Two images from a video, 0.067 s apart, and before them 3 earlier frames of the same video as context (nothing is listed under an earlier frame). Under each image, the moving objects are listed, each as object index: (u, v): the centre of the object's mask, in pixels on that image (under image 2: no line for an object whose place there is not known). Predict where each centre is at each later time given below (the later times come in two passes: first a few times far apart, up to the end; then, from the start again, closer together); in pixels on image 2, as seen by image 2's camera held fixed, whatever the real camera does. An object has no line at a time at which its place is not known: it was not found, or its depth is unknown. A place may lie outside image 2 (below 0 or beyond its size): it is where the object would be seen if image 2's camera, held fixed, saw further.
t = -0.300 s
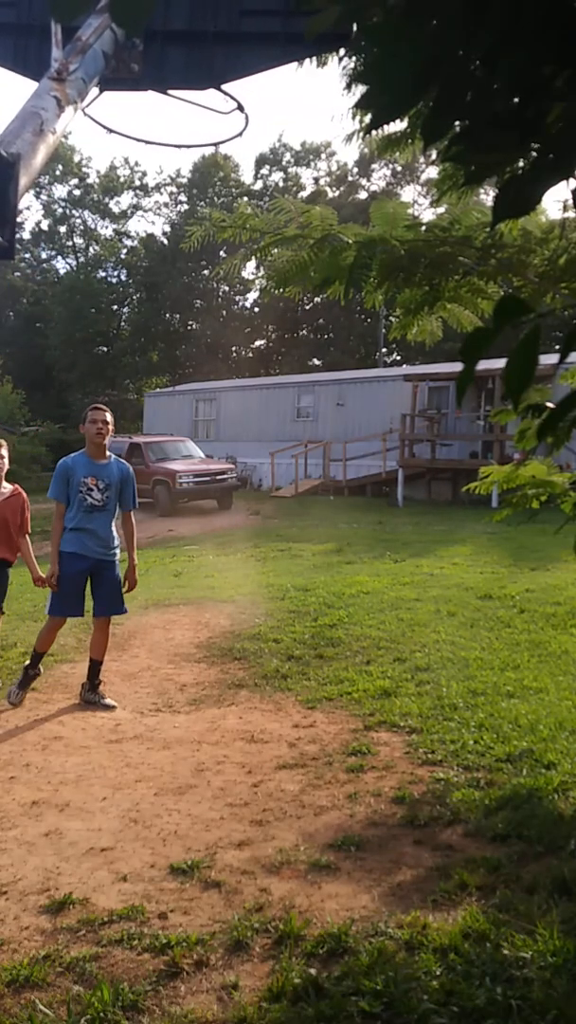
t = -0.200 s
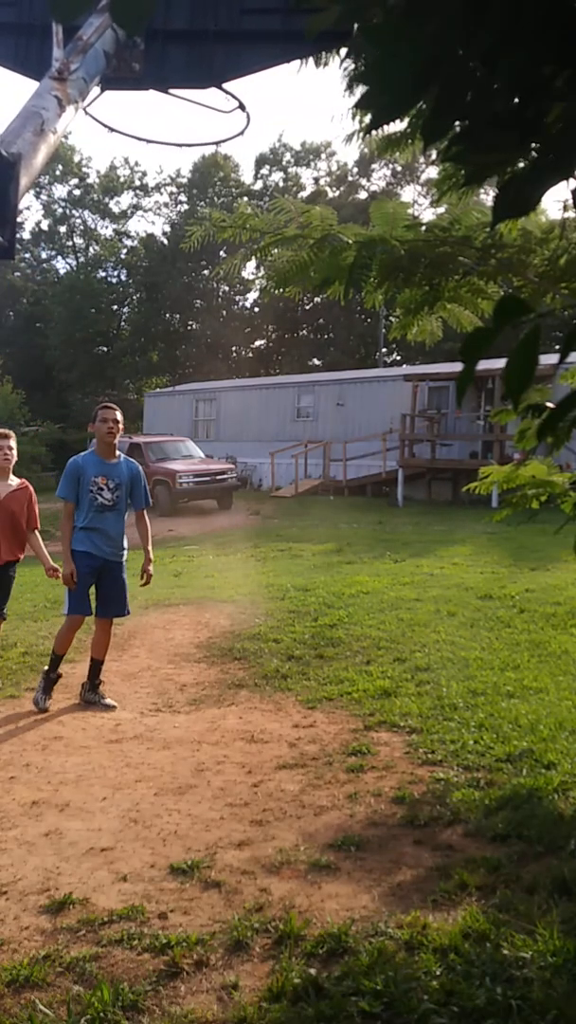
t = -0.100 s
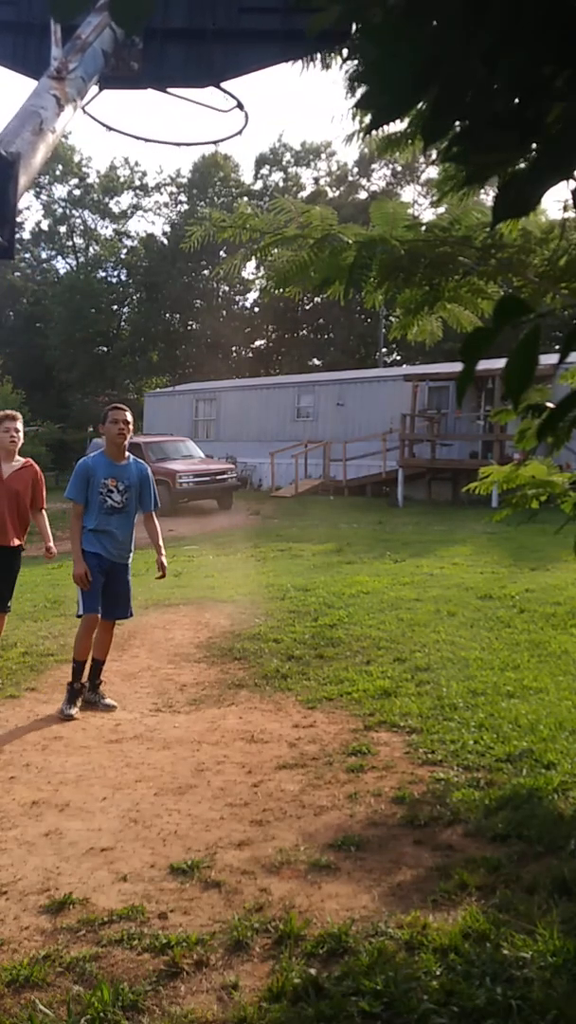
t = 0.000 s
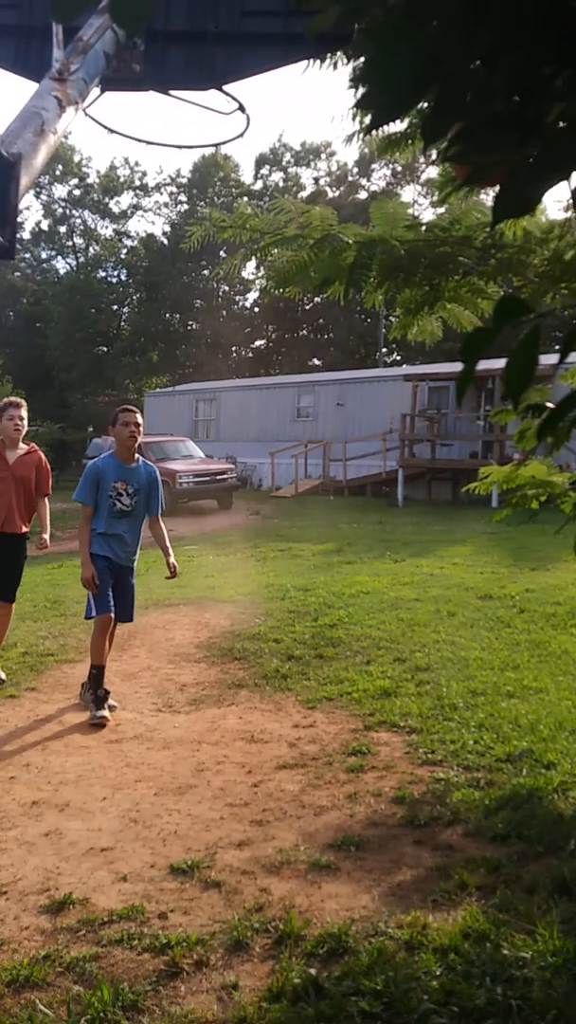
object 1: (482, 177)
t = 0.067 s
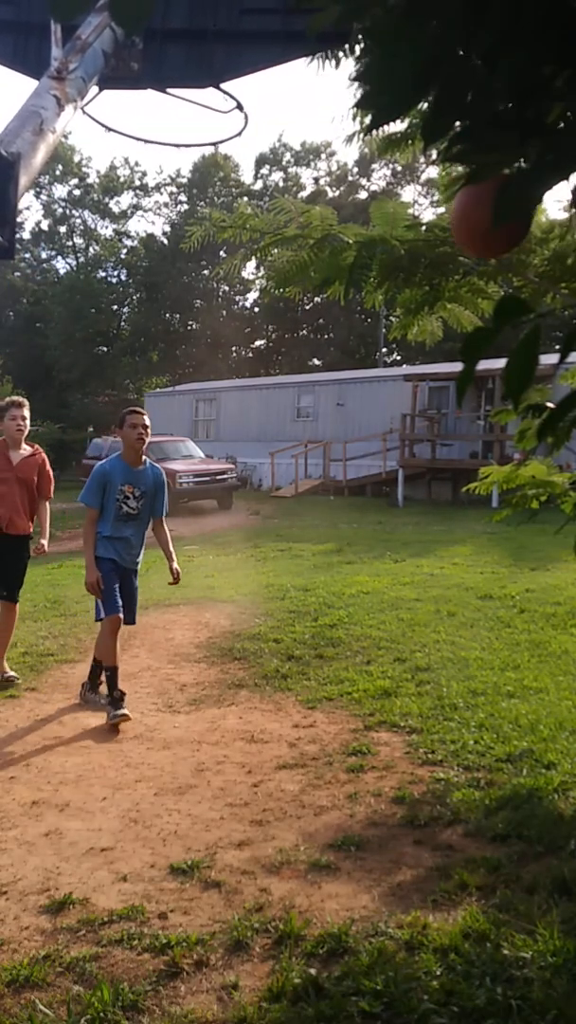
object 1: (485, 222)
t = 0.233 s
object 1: (496, 449)
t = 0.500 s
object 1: (496, 737)
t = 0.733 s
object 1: (495, 505)
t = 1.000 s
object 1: (487, 451)
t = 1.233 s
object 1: (471, 586)
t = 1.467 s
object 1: (448, 781)
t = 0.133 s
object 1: (489, 290)
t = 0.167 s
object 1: (491, 348)
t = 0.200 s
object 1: (493, 402)
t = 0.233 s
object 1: (496, 449)
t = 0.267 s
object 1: (496, 505)
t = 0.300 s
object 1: (496, 562)
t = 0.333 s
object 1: (496, 623)
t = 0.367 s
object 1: (496, 688)
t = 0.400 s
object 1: (496, 753)
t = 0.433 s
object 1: (496, 823)
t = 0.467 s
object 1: (495, 784)
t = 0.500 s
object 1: (496, 737)
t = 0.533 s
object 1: (496, 693)
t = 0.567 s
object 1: (497, 653)
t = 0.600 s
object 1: (497, 616)
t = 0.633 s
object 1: (497, 583)
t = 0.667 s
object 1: (497, 553)
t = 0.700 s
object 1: (496, 528)
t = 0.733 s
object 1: (495, 505)
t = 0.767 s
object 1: (495, 486)
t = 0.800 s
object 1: (494, 471)
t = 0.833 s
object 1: (493, 459)
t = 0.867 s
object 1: (492, 450)
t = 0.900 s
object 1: (491, 446)
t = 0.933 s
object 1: (490, 444)
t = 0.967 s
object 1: (489, 445)
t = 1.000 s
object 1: (487, 451)
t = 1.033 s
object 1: (485, 460)
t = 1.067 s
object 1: (482, 472)
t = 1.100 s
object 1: (480, 488)
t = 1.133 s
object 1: (478, 507)
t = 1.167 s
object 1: (476, 530)
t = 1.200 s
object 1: (473, 556)
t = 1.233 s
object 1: (471, 586)
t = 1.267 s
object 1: (468, 619)
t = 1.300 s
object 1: (465, 656)
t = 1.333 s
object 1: (462, 696)
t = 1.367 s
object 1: (459, 739)
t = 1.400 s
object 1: (456, 786)
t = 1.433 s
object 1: (452, 817)
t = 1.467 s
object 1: (448, 781)
